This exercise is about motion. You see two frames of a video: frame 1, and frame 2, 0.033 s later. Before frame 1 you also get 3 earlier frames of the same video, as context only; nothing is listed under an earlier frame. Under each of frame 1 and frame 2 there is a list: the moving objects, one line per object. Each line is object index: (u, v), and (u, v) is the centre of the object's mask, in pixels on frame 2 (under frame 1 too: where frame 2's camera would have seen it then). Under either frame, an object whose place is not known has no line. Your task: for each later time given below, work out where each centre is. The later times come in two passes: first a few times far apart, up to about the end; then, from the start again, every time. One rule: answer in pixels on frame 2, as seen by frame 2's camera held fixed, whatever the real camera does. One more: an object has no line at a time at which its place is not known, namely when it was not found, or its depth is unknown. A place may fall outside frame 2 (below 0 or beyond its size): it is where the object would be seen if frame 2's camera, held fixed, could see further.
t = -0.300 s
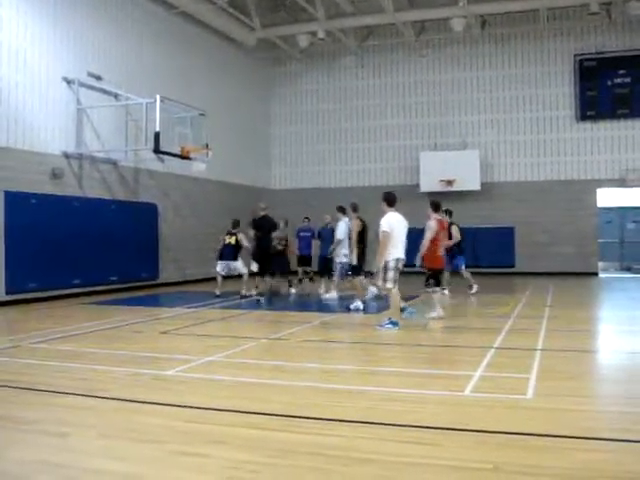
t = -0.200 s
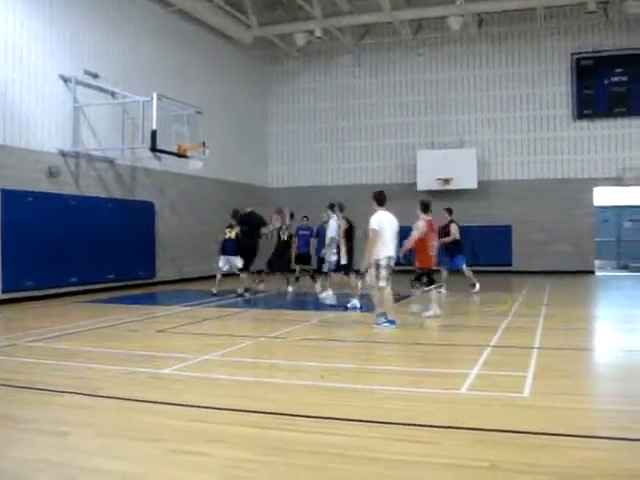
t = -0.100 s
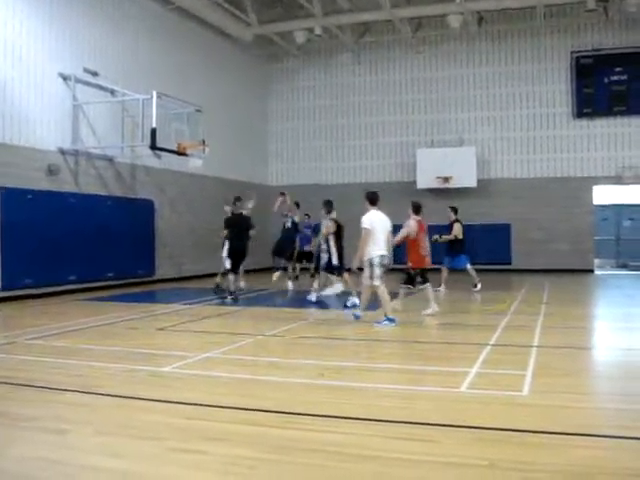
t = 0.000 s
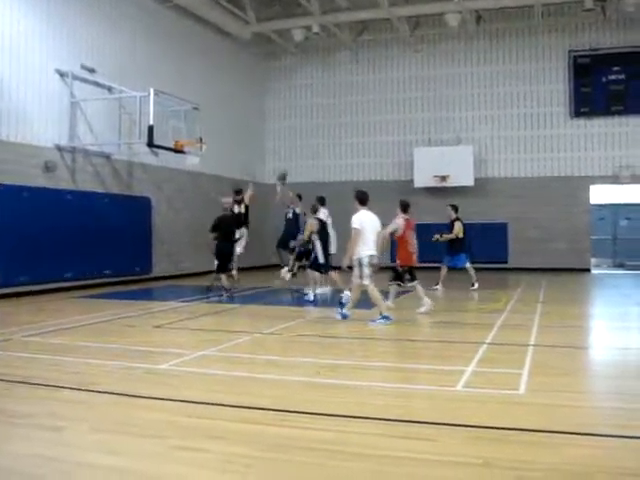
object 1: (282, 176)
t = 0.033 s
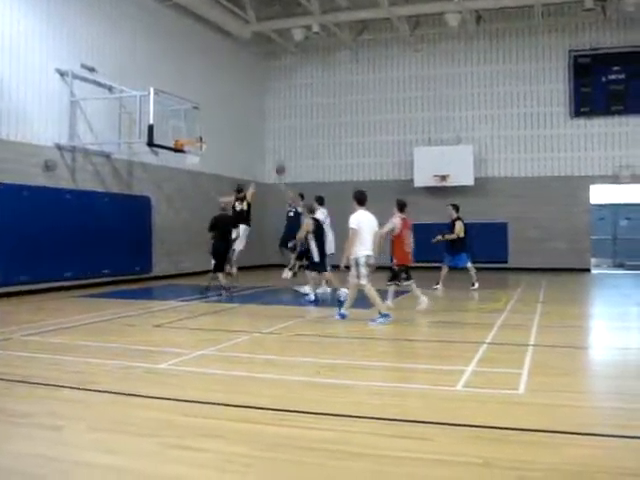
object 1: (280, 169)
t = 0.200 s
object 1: (263, 136)
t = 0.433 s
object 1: (241, 109)
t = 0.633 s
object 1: (222, 105)
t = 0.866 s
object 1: (199, 124)
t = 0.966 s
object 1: (190, 135)
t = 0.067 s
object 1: (276, 162)
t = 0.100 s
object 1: (273, 154)
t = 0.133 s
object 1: (270, 147)
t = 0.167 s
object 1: (266, 141)
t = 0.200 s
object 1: (263, 136)
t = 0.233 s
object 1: (260, 132)
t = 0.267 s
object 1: (258, 125)
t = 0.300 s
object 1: (254, 123)
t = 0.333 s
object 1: (250, 117)
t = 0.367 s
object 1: (247, 114)
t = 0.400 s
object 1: (244, 111)
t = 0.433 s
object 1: (241, 109)
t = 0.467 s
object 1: (238, 106)
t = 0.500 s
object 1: (235, 105)
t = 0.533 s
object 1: (231, 104)
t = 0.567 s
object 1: (228, 104)
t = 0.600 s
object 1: (225, 104)
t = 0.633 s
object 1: (222, 105)
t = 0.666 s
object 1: (219, 106)
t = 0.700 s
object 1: (215, 108)
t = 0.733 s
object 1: (213, 110)
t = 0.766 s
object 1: (208, 113)
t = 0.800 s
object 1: (205, 116)
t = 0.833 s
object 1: (202, 120)
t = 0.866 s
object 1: (199, 124)
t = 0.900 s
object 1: (199, 124)
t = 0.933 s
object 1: (191, 134)
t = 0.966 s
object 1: (190, 135)
